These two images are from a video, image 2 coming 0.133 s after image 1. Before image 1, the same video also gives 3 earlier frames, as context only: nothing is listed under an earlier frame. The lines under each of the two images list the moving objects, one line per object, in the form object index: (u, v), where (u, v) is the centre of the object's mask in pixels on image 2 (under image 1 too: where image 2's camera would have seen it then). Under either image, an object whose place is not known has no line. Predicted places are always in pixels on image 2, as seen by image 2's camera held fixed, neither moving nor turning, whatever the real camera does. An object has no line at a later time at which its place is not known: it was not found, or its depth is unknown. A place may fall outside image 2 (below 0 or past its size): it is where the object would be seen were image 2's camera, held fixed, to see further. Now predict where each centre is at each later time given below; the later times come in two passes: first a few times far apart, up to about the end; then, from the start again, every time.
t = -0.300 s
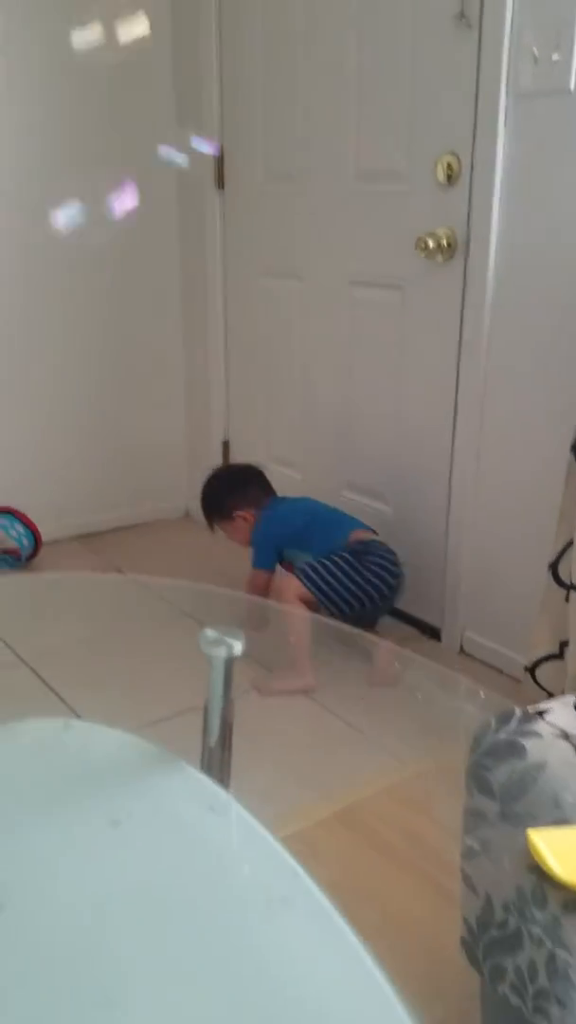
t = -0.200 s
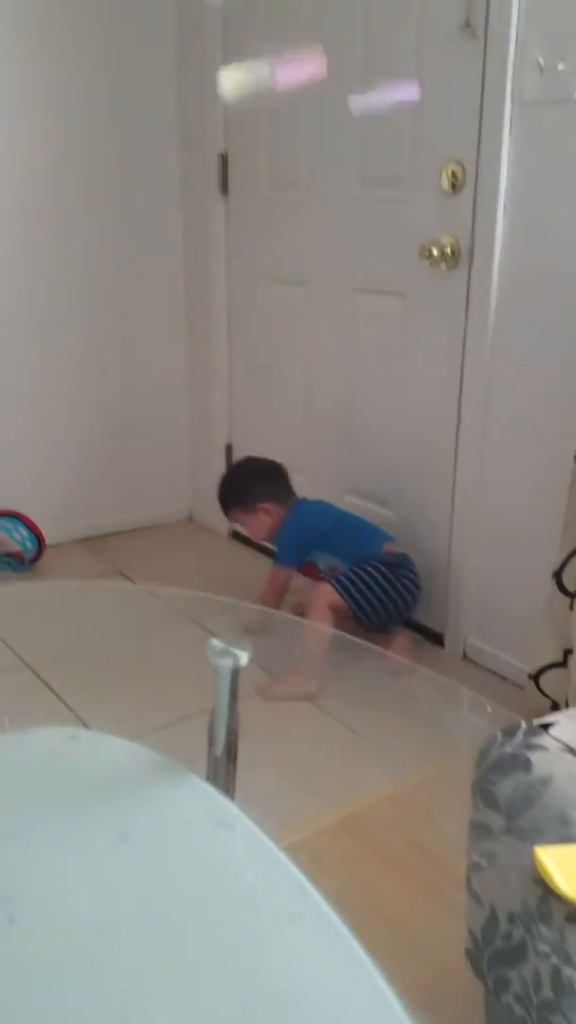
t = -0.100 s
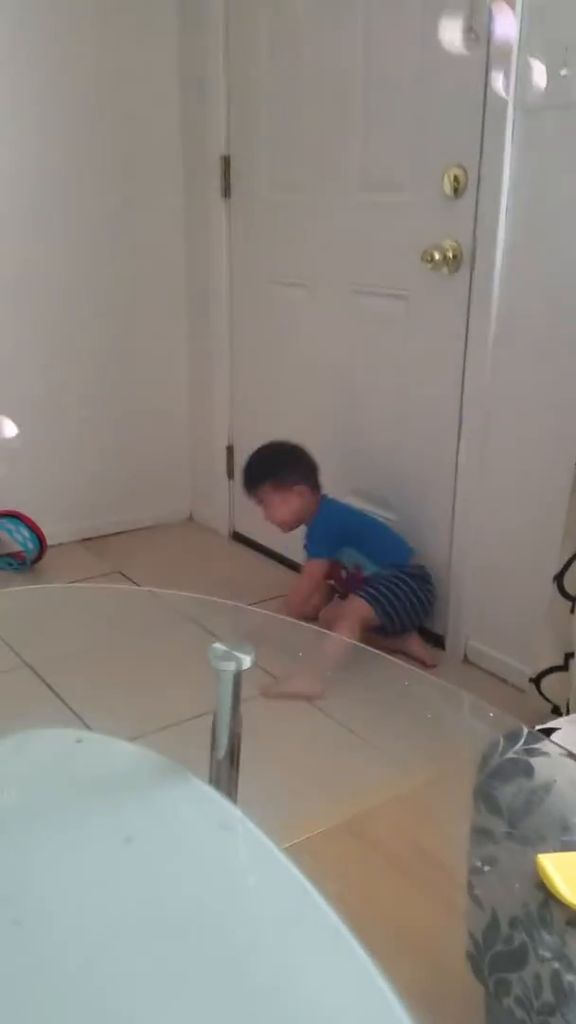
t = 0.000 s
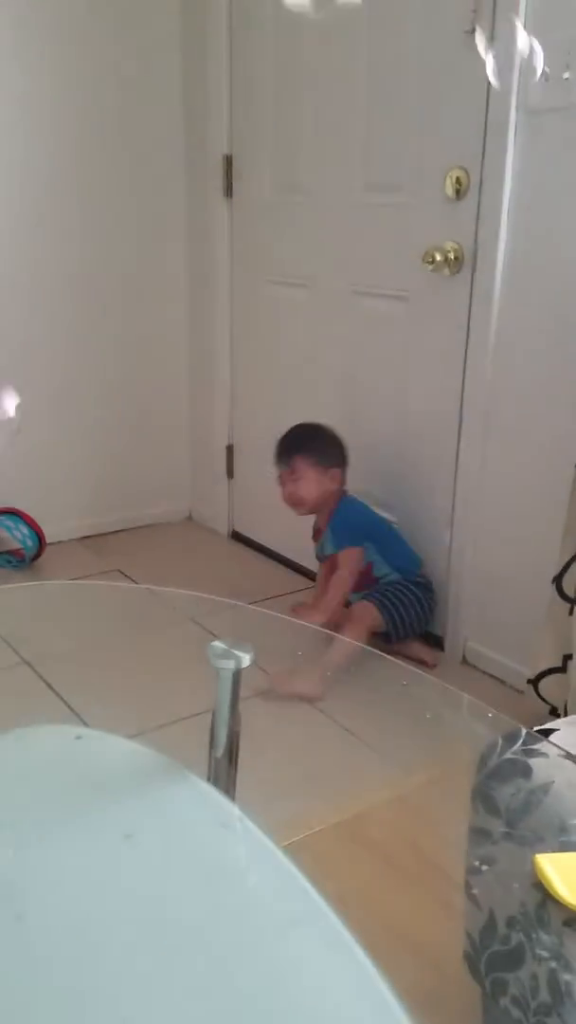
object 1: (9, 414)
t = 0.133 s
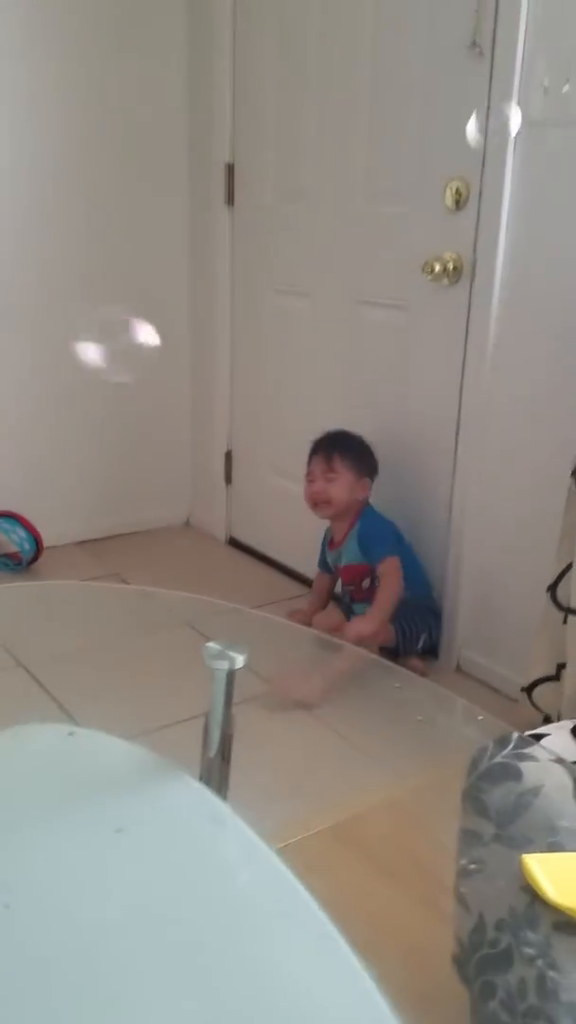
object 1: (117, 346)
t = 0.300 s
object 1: (205, 414)
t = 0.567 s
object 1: (192, 447)
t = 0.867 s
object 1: (189, 488)
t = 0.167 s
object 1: (151, 353)
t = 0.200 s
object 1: (177, 367)
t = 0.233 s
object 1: (193, 385)
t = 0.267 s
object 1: (201, 399)
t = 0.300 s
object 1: (205, 414)
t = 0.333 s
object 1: (203, 422)
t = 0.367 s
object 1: (201, 428)
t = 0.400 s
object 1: (199, 433)
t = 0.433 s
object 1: (199, 436)
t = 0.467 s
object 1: (197, 439)
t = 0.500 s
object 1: (196, 441)
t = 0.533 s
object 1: (194, 444)
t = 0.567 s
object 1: (192, 447)
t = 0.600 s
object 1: (191, 451)
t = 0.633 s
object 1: (189, 455)
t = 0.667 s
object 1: (188, 458)
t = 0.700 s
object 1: (188, 463)
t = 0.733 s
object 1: (187, 466)
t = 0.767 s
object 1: (188, 471)
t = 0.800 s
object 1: (188, 477)
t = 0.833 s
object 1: (189, 482)
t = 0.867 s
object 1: (189, 488)
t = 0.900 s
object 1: (188, 492)
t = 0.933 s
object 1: (187, 496)
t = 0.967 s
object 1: (186, 501)
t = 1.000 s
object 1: (185, 506)
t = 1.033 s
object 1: (185, 513)
